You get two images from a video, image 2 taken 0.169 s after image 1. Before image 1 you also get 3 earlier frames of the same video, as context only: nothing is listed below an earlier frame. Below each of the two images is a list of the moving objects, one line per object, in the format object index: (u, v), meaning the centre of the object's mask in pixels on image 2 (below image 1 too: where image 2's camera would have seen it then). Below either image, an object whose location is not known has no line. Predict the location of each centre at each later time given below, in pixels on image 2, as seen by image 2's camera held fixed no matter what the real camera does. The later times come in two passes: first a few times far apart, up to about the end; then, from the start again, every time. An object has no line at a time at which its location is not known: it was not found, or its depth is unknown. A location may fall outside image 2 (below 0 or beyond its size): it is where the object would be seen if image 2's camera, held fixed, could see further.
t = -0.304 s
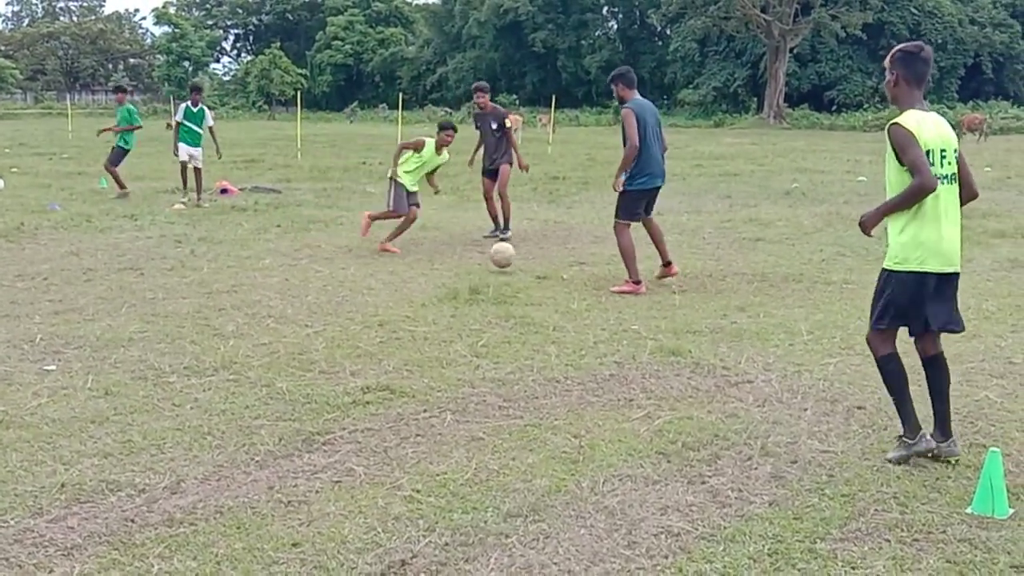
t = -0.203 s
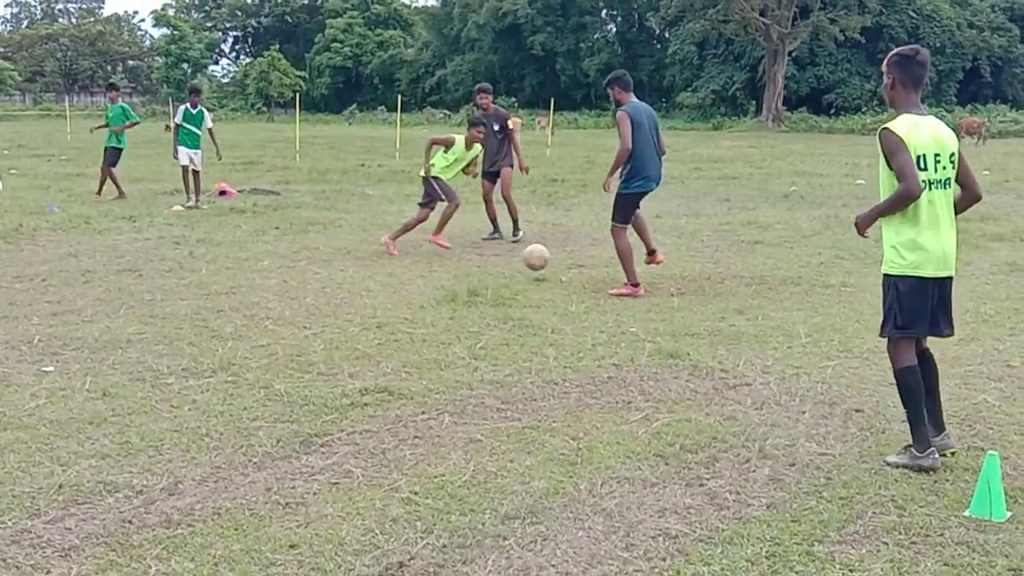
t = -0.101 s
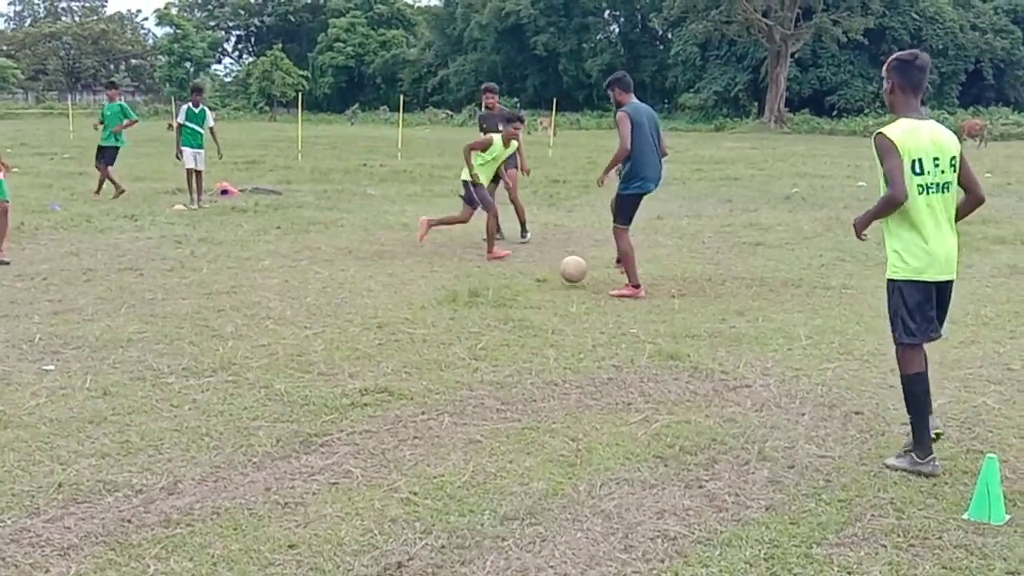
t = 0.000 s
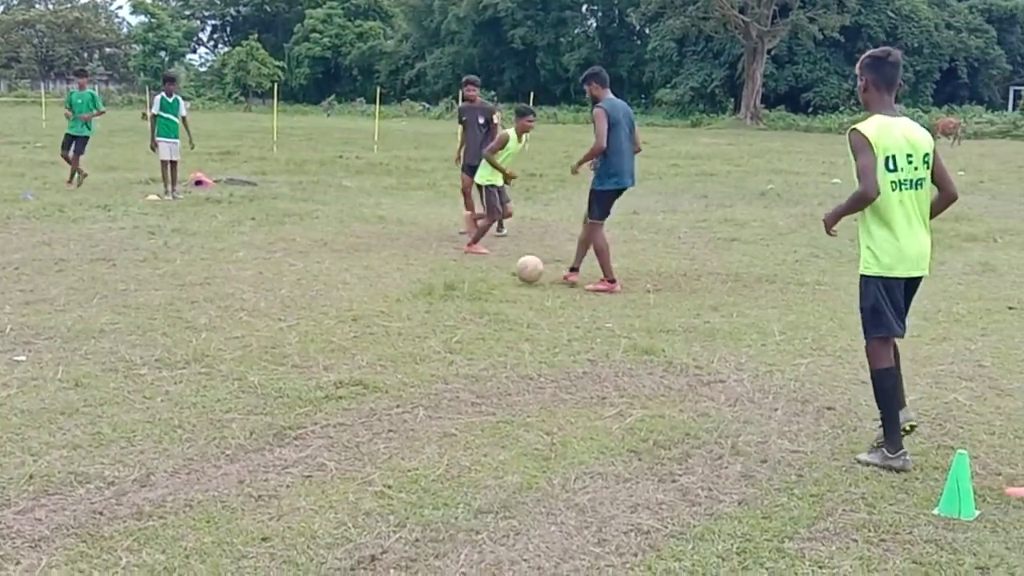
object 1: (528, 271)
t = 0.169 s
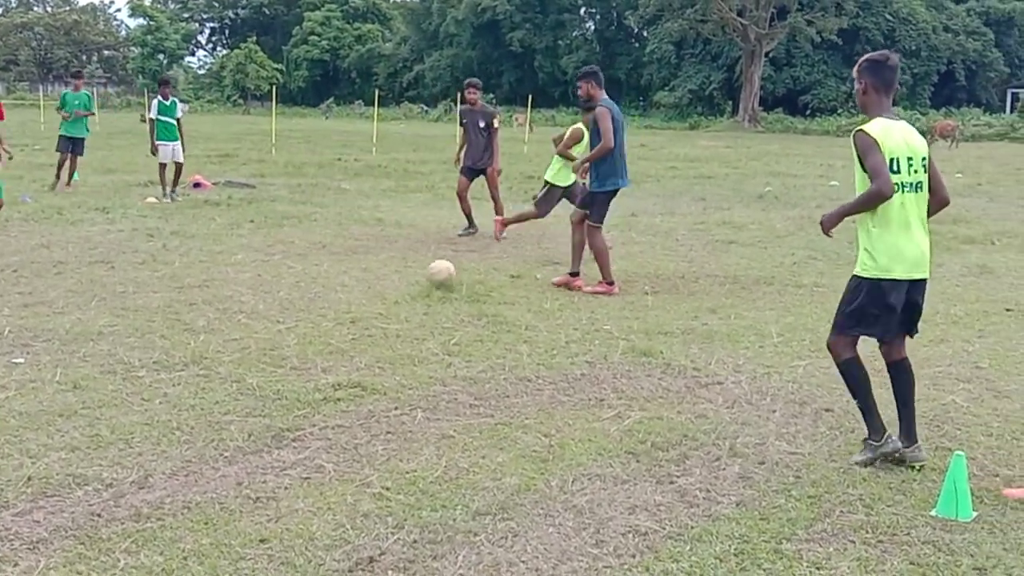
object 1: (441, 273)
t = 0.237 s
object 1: (412, 274)
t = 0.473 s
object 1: (317, 287)
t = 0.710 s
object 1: (220, 292)
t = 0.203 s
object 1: (427, 273)
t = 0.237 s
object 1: (412, 274)
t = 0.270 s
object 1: (398, 277)
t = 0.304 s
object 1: (382, 281)
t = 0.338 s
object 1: (369, 282)
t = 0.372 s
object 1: (356, 282)
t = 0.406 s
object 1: (343, 284)
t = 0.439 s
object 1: (330, 286)
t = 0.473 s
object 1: (317, 287)
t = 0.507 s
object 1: (302, 288)
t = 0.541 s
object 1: (288, 289)
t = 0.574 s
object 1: (274, 289)
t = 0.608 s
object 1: (261, 289)
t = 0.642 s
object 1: (248, 288)
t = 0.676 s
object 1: (234, 290)
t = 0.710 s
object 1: (220, 292)
